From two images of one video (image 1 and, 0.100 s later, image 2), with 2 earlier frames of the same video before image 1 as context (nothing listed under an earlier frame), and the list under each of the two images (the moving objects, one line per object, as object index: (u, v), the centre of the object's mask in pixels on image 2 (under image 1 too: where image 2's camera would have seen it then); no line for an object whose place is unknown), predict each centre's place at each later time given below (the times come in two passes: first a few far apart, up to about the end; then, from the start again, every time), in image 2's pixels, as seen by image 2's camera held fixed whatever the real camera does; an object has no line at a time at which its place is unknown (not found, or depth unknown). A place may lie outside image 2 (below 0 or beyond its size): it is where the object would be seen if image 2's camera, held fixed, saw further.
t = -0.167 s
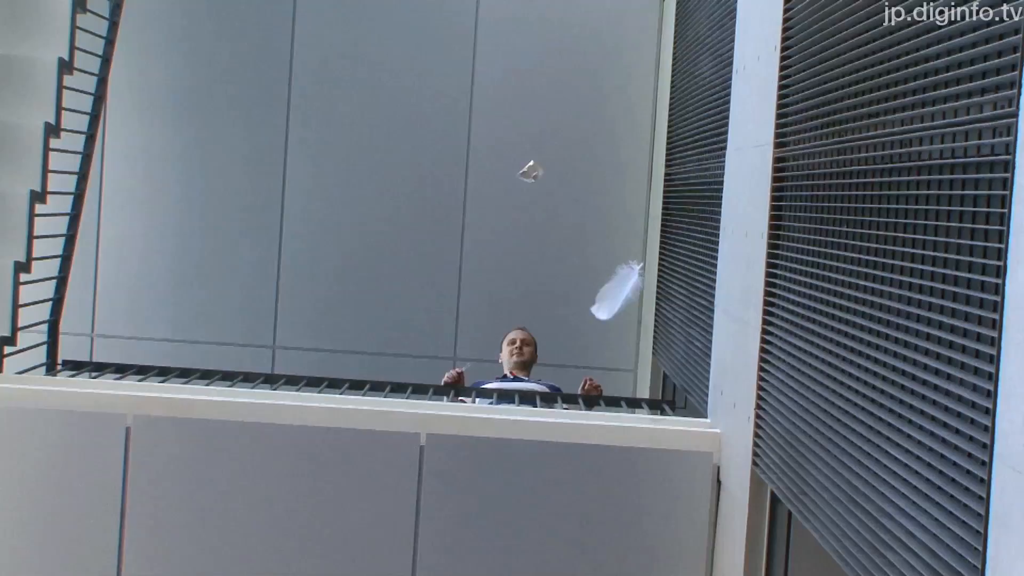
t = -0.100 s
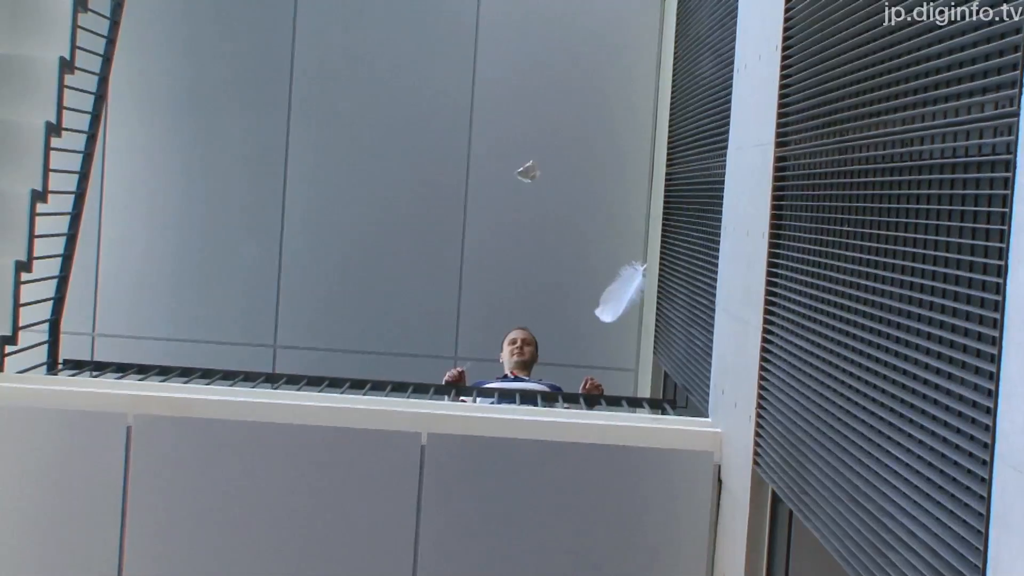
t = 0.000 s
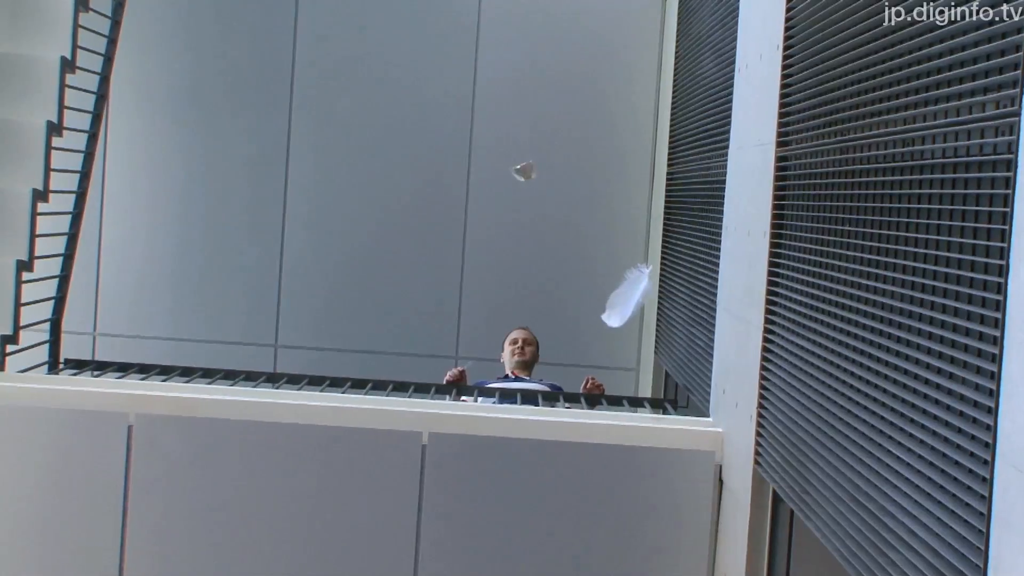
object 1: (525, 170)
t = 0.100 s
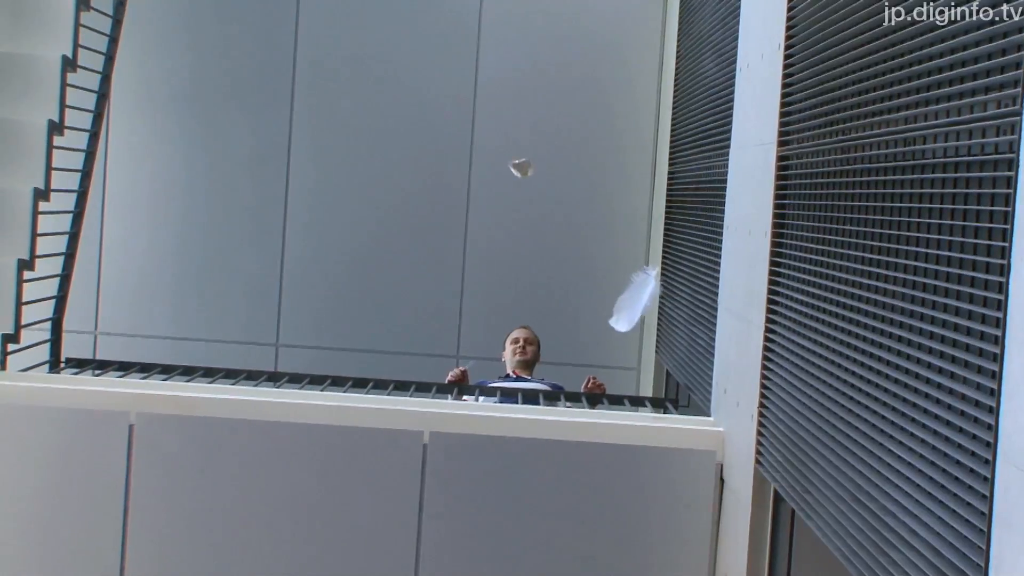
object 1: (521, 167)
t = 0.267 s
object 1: (517, 158)
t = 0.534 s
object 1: (510, 149)
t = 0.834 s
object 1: (503, 132)
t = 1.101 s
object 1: (503, 115)
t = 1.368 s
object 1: (508, 102)
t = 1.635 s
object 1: (523, 86)
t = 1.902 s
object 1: (541, 70)
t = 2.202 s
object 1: (560, 60)
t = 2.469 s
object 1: (580, 55)
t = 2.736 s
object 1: (603, 57)
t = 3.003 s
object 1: (619, 66)
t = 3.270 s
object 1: (634, 76)
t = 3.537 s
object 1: (640, 98)
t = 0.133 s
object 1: (520, 166)
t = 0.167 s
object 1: (520, 164)
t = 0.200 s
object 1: (519, 162)
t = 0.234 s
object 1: (518, 160)
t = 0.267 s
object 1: (517, 158)
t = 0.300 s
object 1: (517, 156)
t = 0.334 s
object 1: (516, 155)
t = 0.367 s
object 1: (515, 154)
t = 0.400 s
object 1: (514, 153)
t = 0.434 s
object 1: (513, 152)
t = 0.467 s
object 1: (512, 151)
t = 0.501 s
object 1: (511, 150)
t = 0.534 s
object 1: (510, 149)
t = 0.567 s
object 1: (509, 148)
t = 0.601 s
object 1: (507, 147)
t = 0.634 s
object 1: (506, 146)
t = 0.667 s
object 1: (505, 144)
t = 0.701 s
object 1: (505, 142)
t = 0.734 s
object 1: (504, 140)
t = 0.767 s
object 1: (504, 138)
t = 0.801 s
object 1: (503, 135)
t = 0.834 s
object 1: (503, 132)
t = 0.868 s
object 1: (502, 129)
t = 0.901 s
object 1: (502, 127)
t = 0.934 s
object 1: (503, 125)
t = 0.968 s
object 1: (503, 123)
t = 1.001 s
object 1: (503, 121)
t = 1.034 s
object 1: (503, 119)
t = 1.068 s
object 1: (503, 117)
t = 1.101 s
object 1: (503, 115)
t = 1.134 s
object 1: (504, 114)
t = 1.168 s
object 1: (504, 112)
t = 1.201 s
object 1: (504, 110)
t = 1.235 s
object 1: (505, 109)
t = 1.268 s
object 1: (505, 107)
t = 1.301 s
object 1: (506, 106)
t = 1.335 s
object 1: (507, 104)
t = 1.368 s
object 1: (508, 102)
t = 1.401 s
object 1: (510, 101)
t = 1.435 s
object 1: (511, 99)
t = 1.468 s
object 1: (513, 97)
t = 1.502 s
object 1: (515, 95)
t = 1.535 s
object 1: (517, 92)
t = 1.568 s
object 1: (519, 90)
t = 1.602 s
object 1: (521, 88)
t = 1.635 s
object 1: (523, 86)
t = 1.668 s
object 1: (525, 84)
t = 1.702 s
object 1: (527, 81)
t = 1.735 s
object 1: (529, 79)
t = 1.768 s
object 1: (532, 77)
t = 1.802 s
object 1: (534, 75)
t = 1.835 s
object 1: (536, 73)
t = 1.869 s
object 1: (539, 71)
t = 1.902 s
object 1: (541, 70)
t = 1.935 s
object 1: (543, 68)
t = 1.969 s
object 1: (545, 67)
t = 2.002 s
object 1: (547, 65)
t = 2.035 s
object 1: (550, 64)
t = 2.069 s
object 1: (552, 63)
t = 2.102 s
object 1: (554, 63)
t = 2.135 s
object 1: (556, 62)
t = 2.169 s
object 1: (558, 61)
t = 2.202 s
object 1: (560, 60)
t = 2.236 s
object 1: (563, 60)
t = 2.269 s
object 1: (565, 59)
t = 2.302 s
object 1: (567, 59)
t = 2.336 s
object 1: (570, 58)
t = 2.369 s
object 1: (572, 57)
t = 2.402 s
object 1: (575, 57)
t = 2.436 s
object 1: (577, 56)
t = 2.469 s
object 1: (580, 55)
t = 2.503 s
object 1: (583, 55)
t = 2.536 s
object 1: (587, 54)
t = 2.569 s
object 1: (589, 54)
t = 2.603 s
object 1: (593, 54)
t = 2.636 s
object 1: (595, 55)
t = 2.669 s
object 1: (598, 55)
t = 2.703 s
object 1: (600, 56)
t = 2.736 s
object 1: (603, 57)
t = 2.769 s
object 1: (607, 59)
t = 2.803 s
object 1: (609, 60)
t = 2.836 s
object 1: (610, 61)
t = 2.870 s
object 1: (613, 62)
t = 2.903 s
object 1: (615, 63)
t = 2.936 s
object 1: (616, 65)
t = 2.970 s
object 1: (618, 65)
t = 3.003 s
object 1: (619, 66)
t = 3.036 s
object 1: (621, 67)
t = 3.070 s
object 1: (623, 68)
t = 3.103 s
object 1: (625, 68)
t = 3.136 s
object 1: (626, 69)
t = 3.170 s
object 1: (628, 71)
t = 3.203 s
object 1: (630, 72)
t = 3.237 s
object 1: (632, 74)
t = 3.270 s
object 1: (634, 76)
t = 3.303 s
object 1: (635, 78)
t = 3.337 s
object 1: (637, 81)
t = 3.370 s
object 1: (638, 83)
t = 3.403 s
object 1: (638, 86)
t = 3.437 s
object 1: (639, 89)
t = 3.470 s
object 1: (639, 91)
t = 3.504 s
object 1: (640, 94)
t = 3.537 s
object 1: (640, 98)
